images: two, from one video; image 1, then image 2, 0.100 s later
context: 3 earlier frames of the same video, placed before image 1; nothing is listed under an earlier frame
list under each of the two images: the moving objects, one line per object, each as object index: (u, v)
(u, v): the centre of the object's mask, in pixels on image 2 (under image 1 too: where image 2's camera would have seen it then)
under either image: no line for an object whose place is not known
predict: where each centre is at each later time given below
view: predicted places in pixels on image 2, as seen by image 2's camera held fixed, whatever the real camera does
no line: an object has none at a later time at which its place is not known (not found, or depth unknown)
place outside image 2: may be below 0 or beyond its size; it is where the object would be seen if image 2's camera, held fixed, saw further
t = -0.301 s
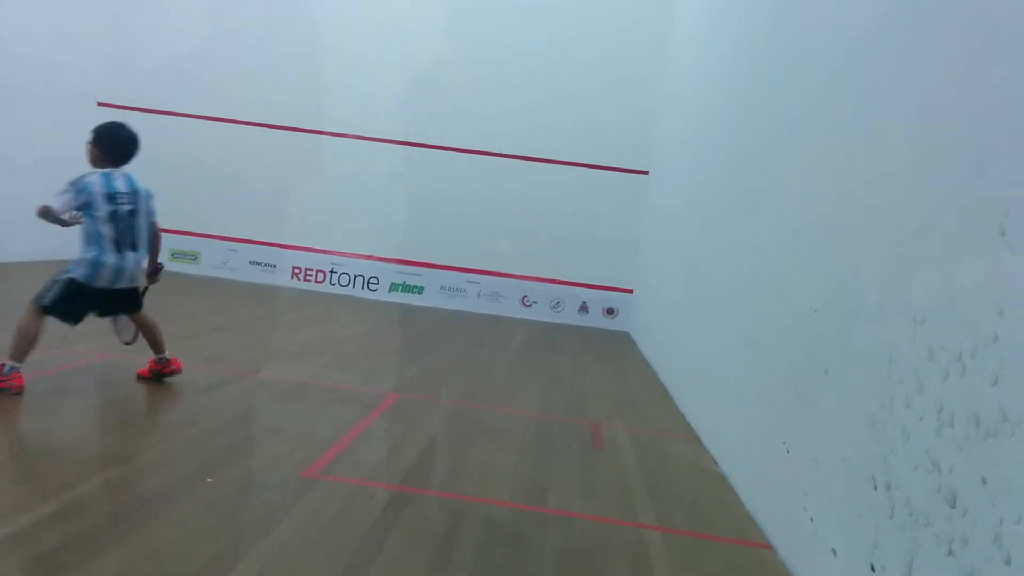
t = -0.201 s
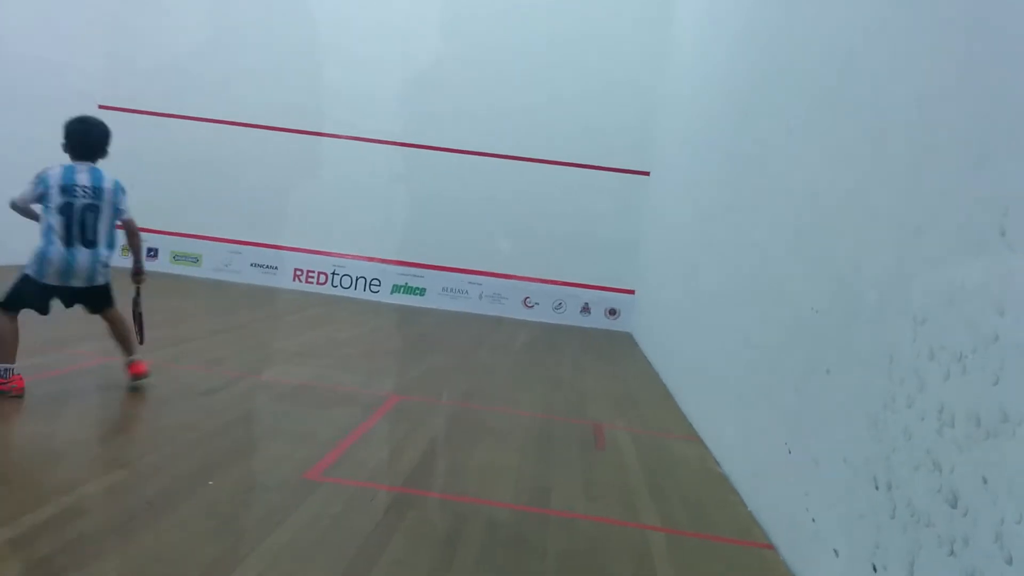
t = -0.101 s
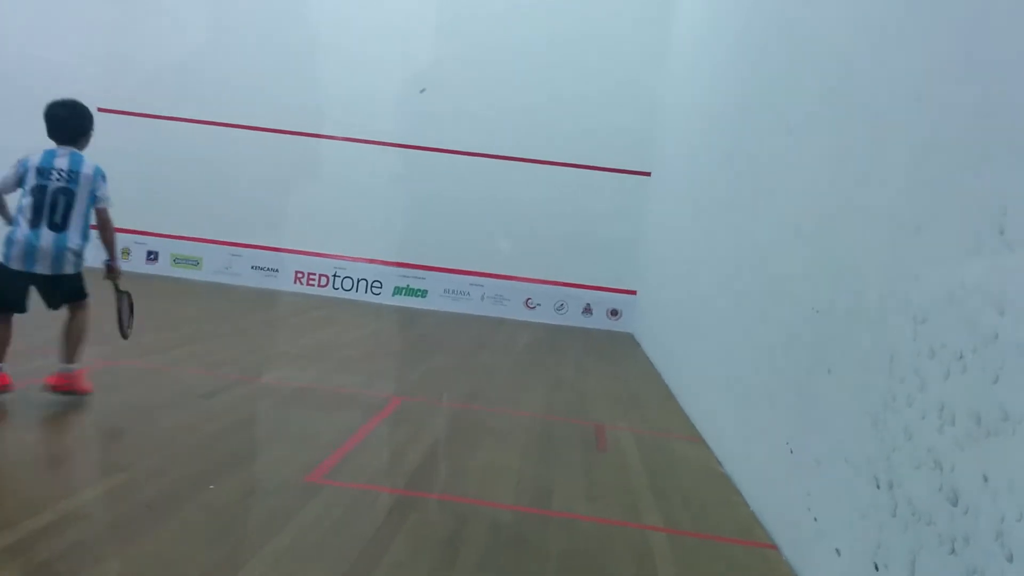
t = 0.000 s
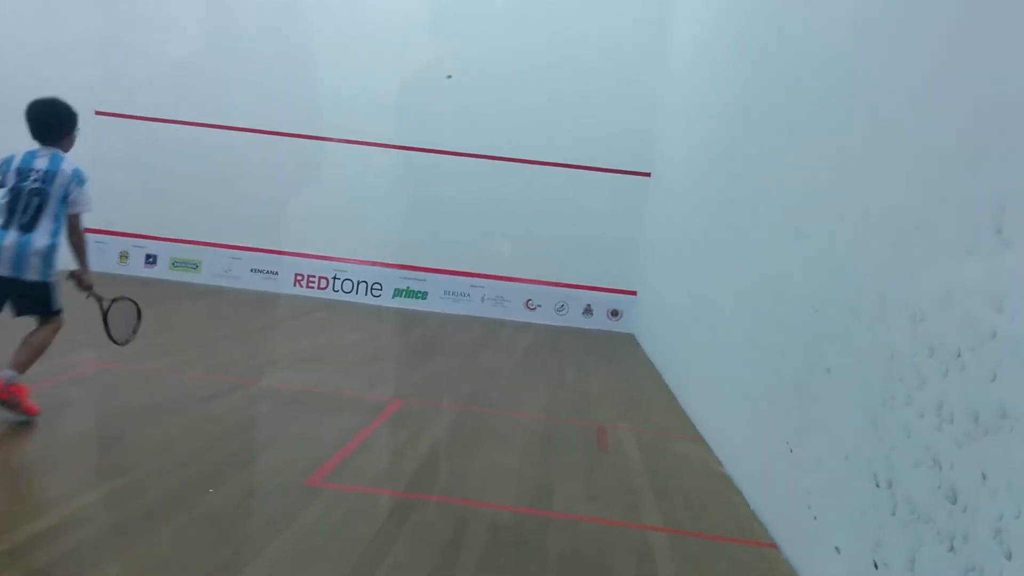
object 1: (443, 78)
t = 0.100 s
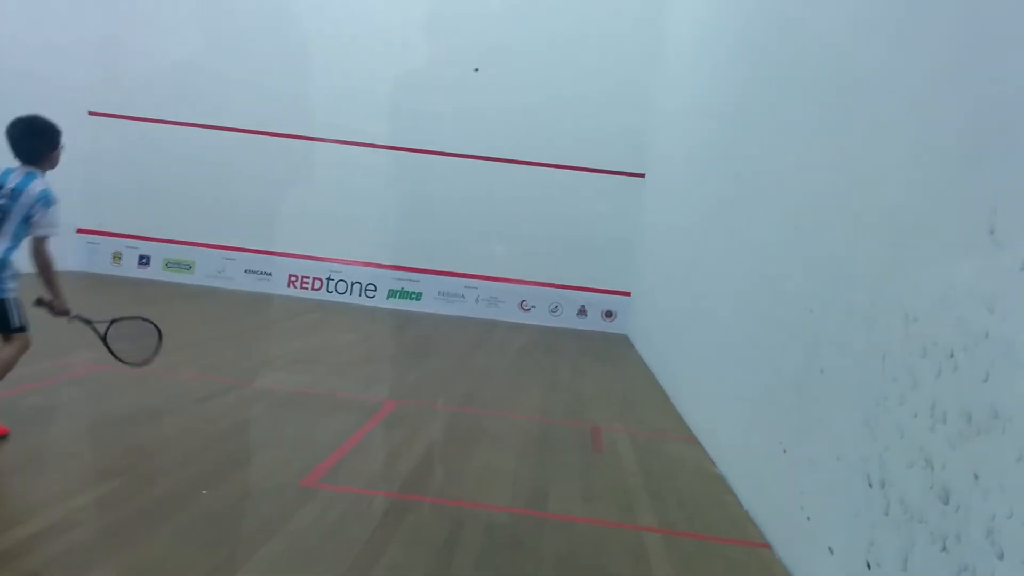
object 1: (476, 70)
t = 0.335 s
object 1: (584, 101)
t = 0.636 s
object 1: (666, 305)
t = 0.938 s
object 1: (448, 407)
